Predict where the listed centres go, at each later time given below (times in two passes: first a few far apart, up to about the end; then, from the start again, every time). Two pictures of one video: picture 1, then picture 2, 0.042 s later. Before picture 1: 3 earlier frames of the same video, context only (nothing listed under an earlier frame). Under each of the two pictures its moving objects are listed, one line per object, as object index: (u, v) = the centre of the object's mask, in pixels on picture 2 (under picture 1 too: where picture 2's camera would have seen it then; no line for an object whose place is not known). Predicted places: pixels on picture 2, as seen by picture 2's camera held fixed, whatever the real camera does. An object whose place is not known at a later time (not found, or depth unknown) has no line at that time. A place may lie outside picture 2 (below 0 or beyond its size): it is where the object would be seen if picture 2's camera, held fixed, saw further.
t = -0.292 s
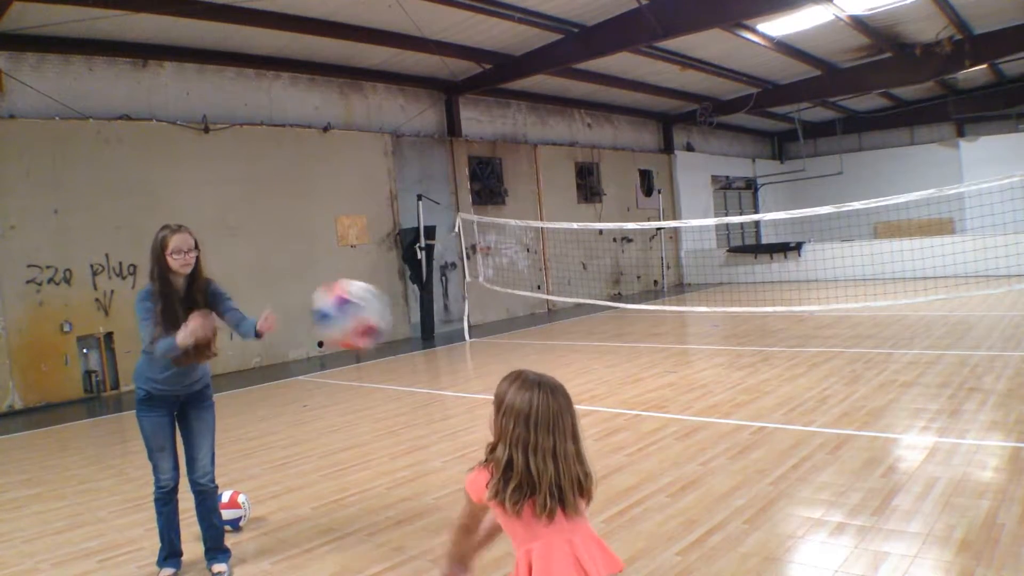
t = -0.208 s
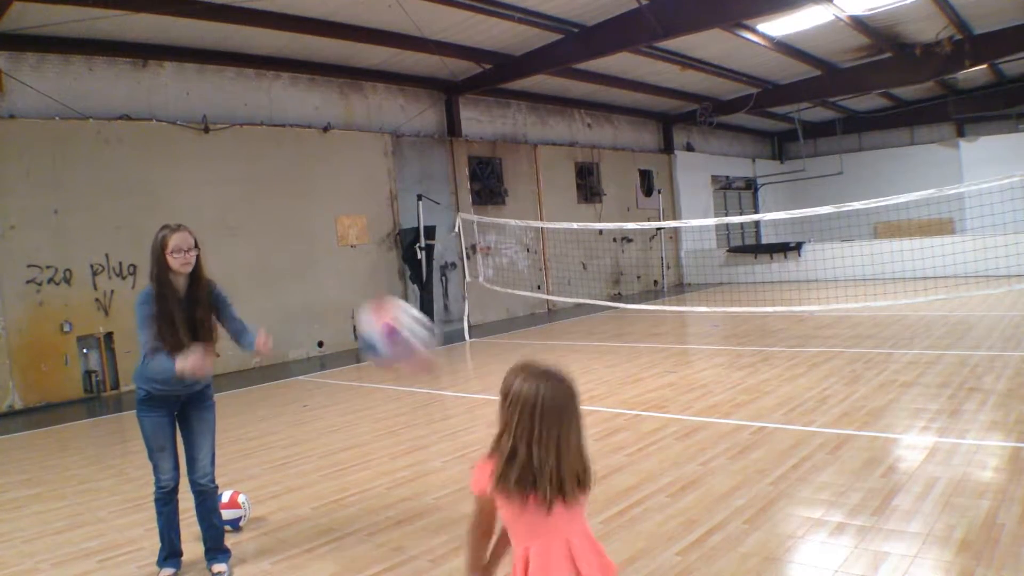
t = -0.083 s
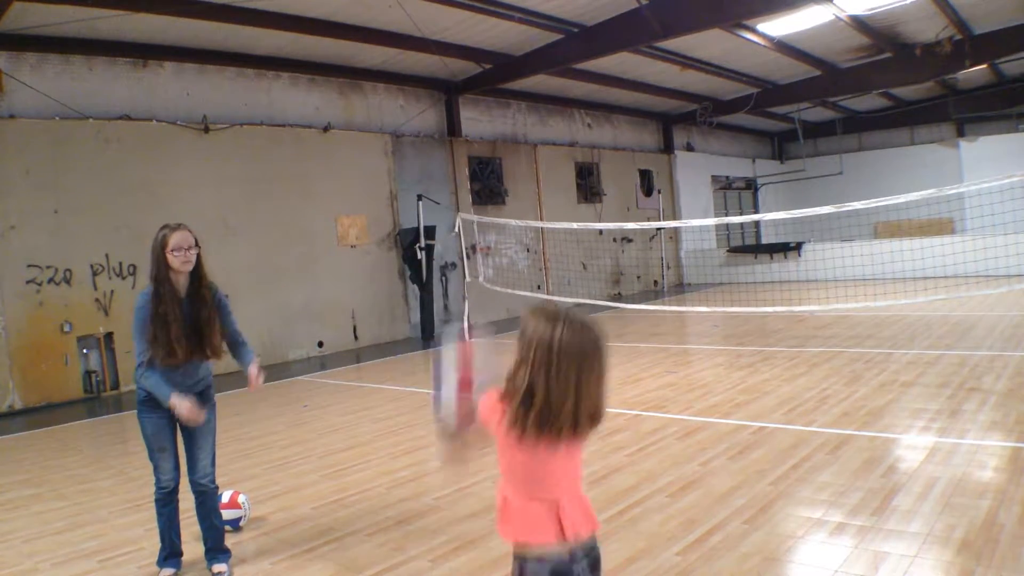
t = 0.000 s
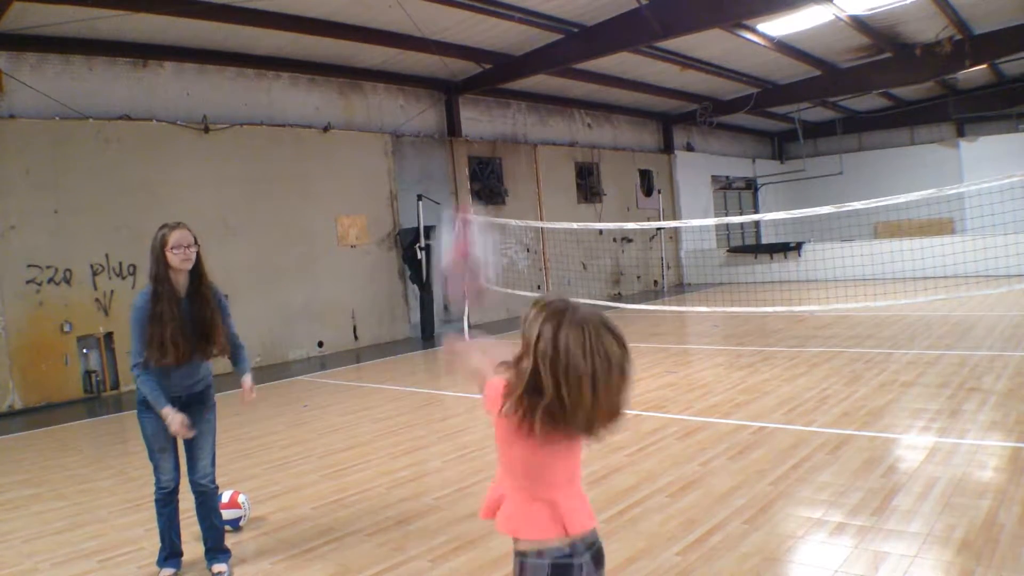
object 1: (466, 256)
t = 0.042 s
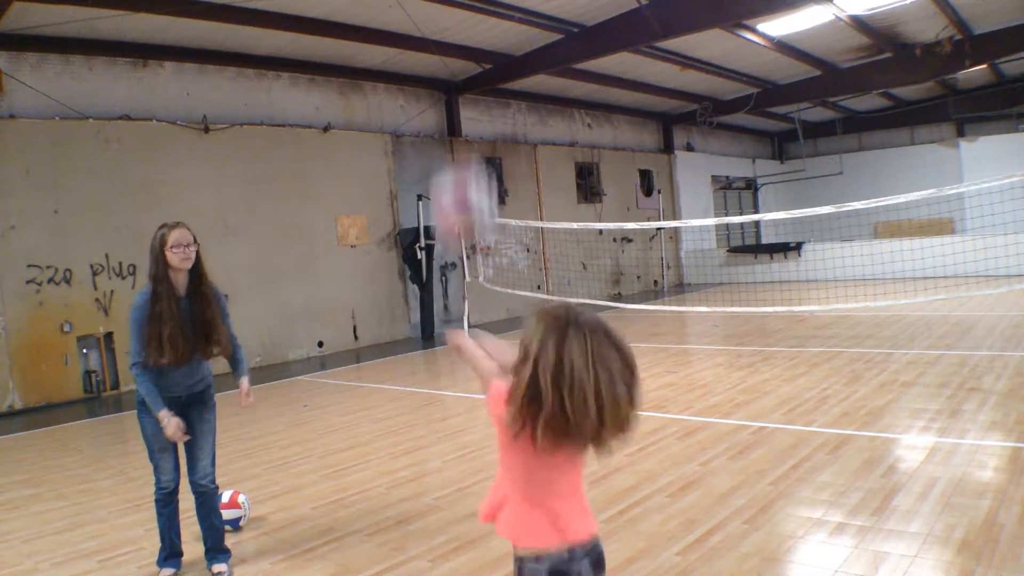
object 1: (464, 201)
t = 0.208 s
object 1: (464, 80)
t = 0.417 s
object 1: (469, 54)
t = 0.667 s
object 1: (486, 146)
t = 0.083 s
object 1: (464, 161)
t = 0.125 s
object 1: (464, 125)
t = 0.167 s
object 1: (463, 100)
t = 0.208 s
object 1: (464, 80)
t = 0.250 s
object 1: (464, 65)
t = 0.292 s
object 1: (465, 56)
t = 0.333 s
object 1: (466, 51)
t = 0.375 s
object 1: (467, 50)
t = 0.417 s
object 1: (469, 54)
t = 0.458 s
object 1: (472, 62)
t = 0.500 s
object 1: (473, 71)
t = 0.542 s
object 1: (476, 85)
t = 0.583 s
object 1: (479, 104)
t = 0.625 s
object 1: (482, 122)
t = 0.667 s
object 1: (486, 146)
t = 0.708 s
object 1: (489, 170)
